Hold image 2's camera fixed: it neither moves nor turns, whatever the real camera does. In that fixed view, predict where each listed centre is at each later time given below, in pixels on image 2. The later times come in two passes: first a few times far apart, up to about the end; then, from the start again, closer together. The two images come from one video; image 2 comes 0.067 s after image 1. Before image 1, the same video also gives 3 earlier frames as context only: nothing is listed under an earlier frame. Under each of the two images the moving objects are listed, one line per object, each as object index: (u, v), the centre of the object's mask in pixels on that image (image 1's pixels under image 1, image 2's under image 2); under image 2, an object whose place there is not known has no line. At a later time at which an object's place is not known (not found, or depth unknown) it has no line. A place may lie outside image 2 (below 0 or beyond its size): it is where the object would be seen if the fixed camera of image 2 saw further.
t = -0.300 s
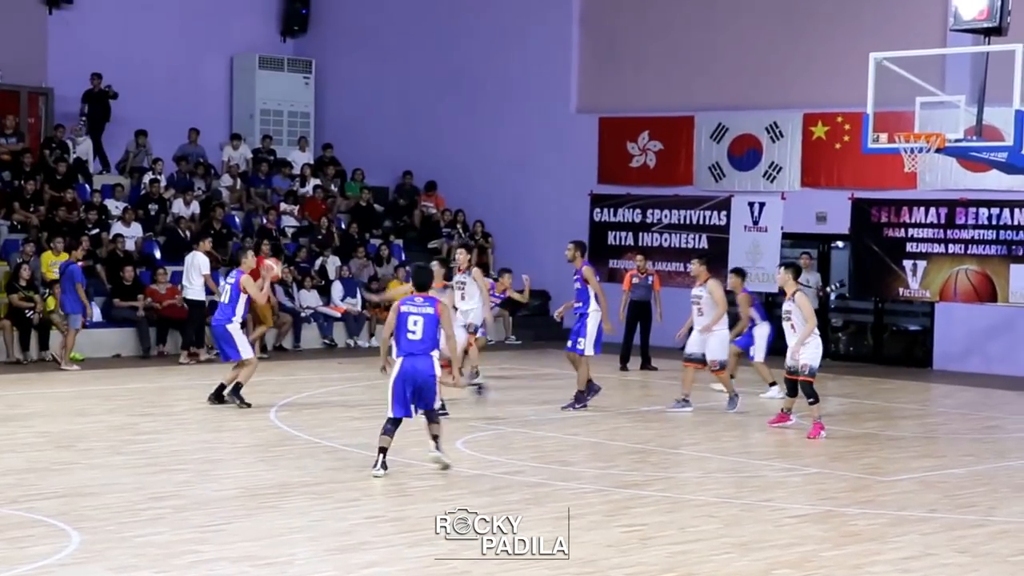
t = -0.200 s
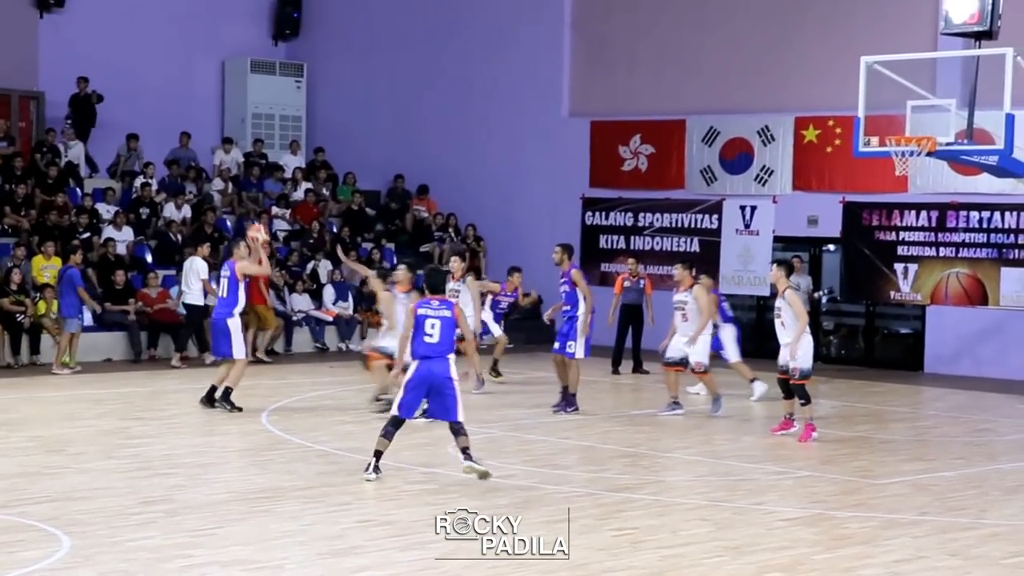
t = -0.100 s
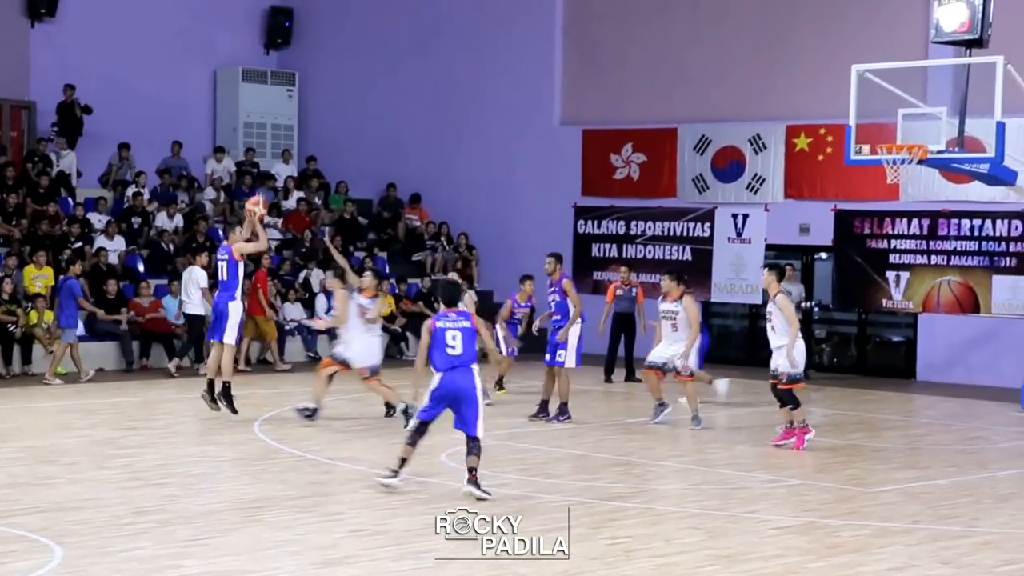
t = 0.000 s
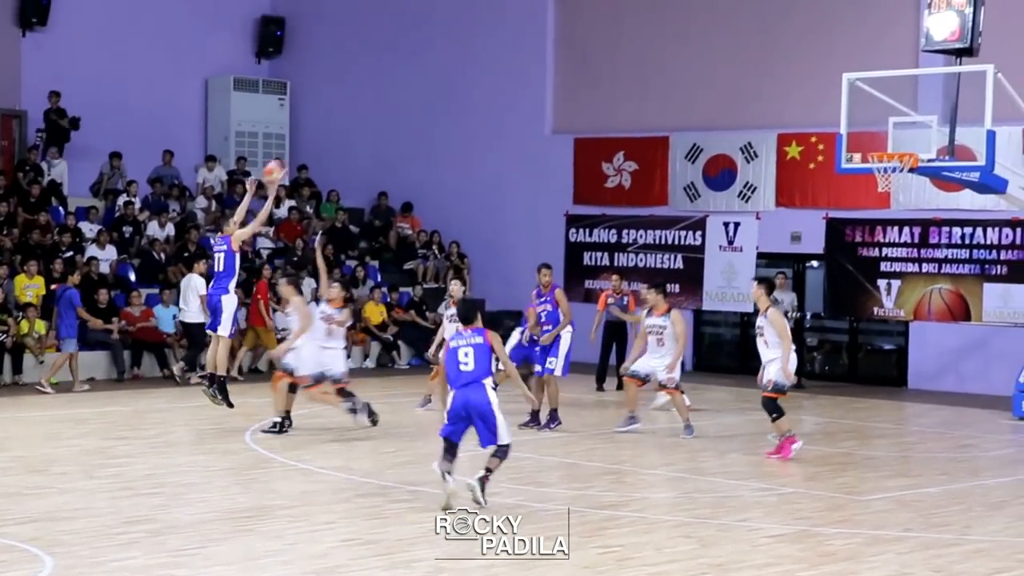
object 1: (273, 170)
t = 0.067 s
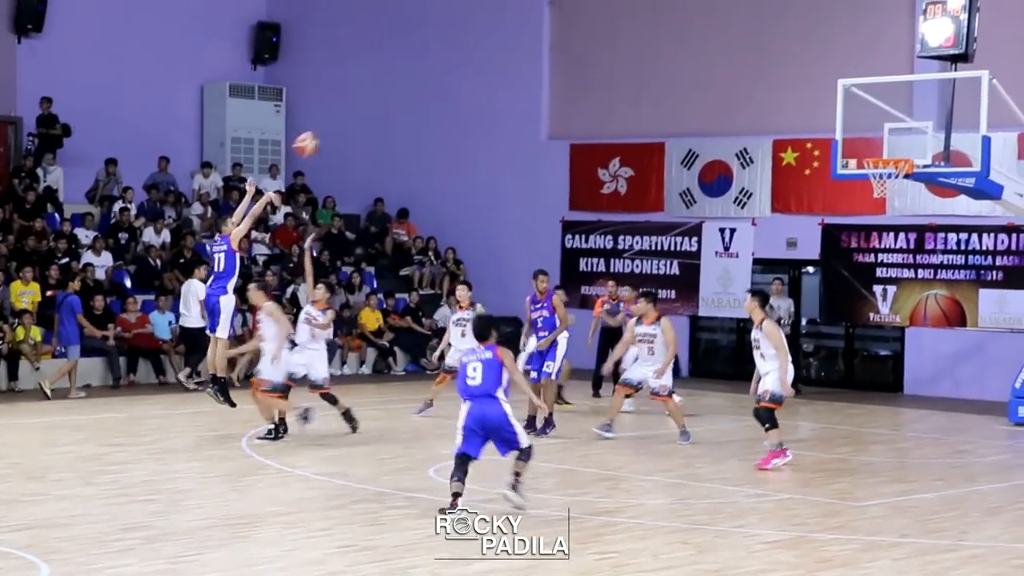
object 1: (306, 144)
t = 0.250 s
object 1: (404, 69)
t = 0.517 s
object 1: (543, 12)
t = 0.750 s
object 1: (660, 14)
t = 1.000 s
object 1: (785, 67)
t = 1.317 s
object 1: (886, 168)
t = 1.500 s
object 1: (862, 175)
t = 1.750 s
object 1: (881, 200)
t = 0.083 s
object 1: (315, 136)
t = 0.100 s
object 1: (324, 128)
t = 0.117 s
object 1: (333, 121)
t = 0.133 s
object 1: (343, 113)
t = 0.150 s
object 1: (351, 106)
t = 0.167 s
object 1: (360, 99)
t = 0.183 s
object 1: (370, 93)
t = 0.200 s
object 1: (378, 86)
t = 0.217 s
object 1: (387, 80)
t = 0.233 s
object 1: (395, 75)
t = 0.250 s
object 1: (404, 69)
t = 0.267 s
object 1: (413, 63)
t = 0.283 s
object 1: (421, 58)
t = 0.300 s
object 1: (430, 53)
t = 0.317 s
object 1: (438, 48)
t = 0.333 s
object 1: (447, 45)
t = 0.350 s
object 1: (455, 40)
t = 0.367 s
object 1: (465, 36)
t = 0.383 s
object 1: (473, 32)
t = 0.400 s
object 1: (481, 29)
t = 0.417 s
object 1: (491, 26)
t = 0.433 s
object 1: (499, 24)
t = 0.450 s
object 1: (508, 21)
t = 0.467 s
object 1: (516, 18)
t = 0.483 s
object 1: (525, 15)
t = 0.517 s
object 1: (543, 12)
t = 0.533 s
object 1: (551, 10)
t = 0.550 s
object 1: (559, 9)
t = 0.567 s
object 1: (567, 8)
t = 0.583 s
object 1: (575, 7)
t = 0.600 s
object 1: (584, 7)
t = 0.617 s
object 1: (592, 6)
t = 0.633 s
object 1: (601, 6)
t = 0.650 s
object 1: (609, 7)
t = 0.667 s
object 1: (618, 8)
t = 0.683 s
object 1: (627, 8)
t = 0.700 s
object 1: (634, 8)
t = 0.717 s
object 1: (643, 10)
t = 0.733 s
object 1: (651, 12)
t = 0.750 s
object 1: (660, 14)
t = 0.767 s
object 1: (668, 15)
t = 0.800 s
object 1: (685, 20)
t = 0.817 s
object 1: (693, 22)
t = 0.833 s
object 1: (702, 25)
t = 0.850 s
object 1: (710, 28)
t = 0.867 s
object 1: (718, 31)
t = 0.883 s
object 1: (726, 35)
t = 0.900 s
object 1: (735, 39)
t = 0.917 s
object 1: (743, 42)
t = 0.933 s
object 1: (751, 47)
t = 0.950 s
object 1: (760, 52)
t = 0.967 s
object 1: (768, 57)
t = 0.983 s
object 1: (777, 63)
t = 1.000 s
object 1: (785, 67)
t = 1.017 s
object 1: (793, 73)
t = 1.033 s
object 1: (802, 79)
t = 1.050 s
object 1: (810, 85)
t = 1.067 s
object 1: (819, 92)
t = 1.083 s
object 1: (826, 99)
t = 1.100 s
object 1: (835, 105)
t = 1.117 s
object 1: (844, 112)
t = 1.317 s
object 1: (886, 168)
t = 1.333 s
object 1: (883, 170)
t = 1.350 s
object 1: (872, 168)
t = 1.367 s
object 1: (869, 173)
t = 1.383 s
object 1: (870, 173)
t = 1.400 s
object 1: (868, 175)
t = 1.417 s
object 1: (864, 170)
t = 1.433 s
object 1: (864, 174)
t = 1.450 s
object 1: (864, 174)
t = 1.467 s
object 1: (863, 174)
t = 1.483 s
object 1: (863, 174)
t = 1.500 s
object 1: (862, 175)
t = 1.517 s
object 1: (863, 174)
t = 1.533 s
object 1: (864, 174)
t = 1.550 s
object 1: (864, 176)
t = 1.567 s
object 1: (865, 177)
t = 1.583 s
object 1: (866, 177)
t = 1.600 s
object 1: (868, 178)
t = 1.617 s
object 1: (869, 179)
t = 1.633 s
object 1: (872, 182)
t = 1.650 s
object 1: (873, 184)
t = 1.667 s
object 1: (874, 187)
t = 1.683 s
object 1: (875, 191)
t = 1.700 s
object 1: (877, 194)
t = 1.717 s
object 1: (877, 194)
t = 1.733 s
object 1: (880, 198)
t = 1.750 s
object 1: (881, 200)
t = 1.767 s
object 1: (882, 205)
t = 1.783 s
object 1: (884, 208)
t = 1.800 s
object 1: (886, 213)
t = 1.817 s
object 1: (888, 219)
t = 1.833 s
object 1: (889, 224)
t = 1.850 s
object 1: (890, 229)
